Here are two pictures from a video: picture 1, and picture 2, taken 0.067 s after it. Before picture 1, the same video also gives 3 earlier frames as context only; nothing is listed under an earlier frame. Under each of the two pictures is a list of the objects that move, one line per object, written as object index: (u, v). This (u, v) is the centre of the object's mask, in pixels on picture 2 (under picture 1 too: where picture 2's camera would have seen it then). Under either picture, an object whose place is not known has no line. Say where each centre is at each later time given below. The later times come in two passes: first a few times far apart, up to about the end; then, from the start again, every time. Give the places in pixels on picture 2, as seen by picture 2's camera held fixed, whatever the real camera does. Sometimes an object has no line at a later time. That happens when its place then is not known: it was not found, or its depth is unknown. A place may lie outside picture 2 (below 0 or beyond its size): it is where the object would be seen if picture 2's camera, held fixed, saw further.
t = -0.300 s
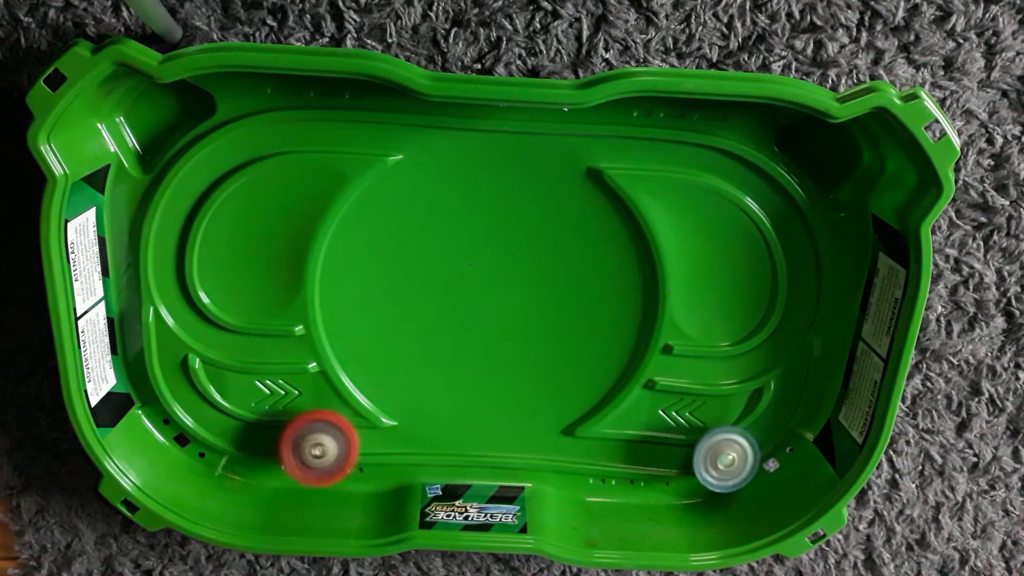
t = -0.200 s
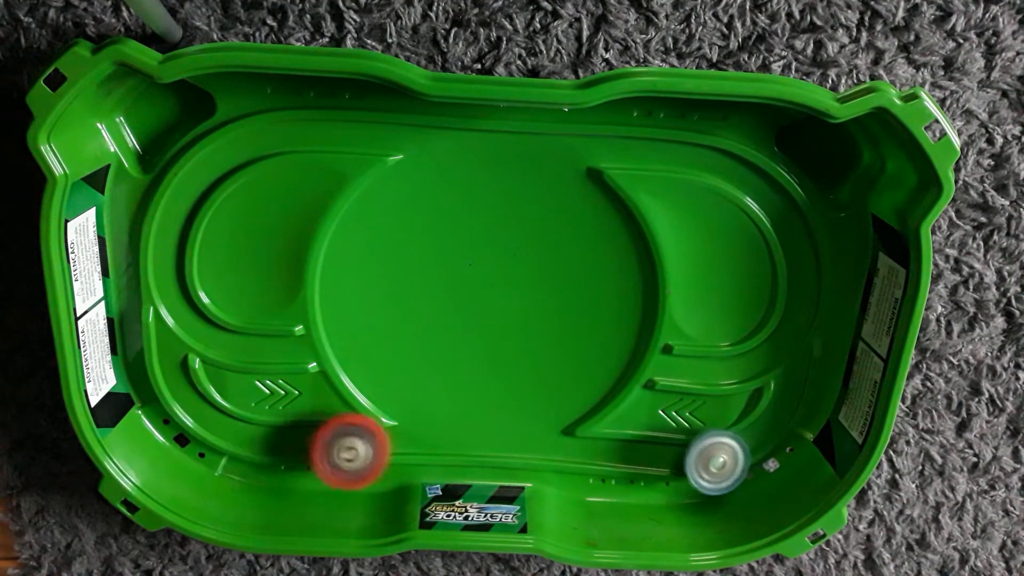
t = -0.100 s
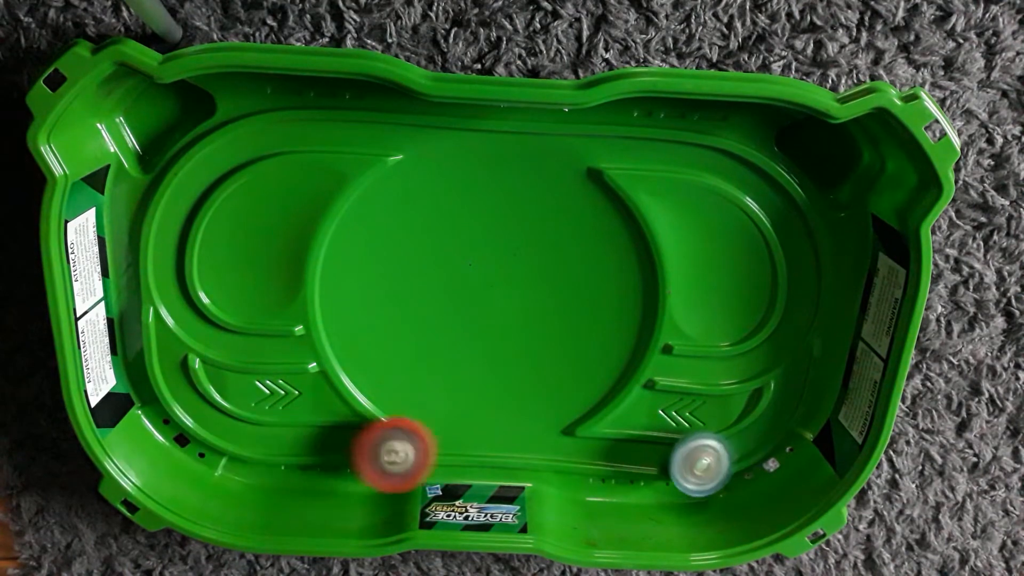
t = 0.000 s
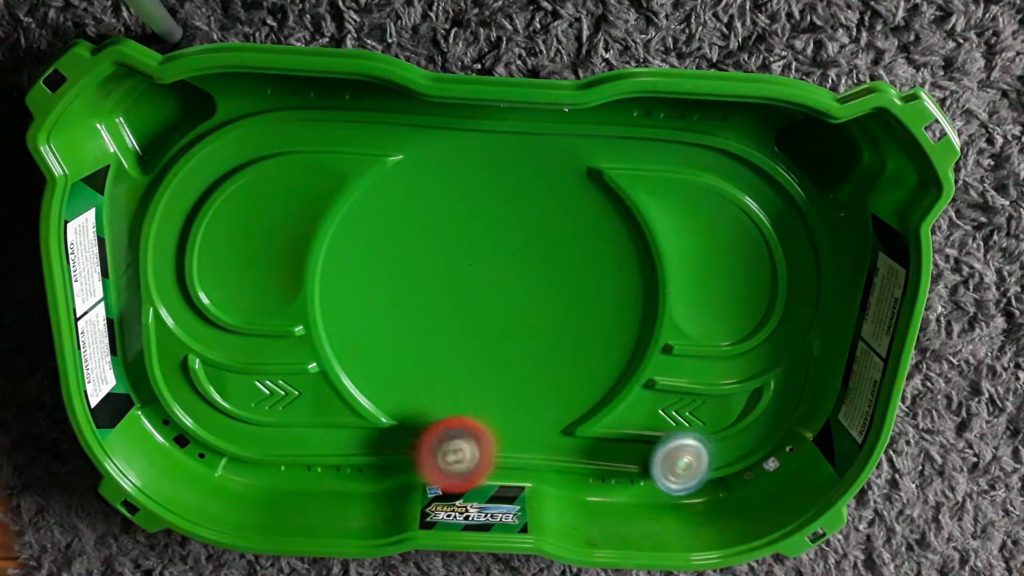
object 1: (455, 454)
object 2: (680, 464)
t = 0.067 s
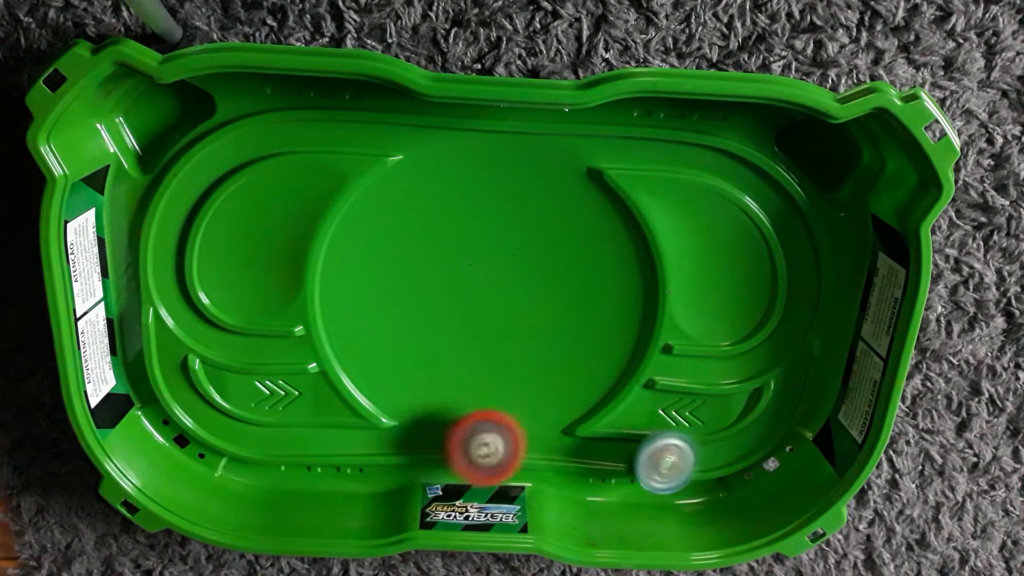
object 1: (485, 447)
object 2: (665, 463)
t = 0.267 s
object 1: (564, 430)
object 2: (626, 461)
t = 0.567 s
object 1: (599, 360)
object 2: (599, 447)
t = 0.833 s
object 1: (612, 315)
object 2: (471, 370)
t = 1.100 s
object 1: (570, 267)
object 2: (402, 242)
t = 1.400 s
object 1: (498, 228)
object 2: (460, 163)
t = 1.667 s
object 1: (469, 312)
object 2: (479, 216)
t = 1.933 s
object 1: (383, 371)
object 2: (500, 353)
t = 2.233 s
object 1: (376, 346)
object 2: (466, 451)
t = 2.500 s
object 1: (476, 355)
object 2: (417, 399)
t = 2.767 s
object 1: (549, 406)
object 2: (401, 316)
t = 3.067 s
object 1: (531, 403)
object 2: (475, 243)
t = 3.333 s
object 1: (528, 324)
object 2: (554, 261)
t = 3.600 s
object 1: (501, 343)
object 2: (562, 254)
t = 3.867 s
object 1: (465, 342)
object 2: (520, 281)
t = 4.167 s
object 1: (411, 345)
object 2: (468, 281)
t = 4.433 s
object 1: (411, 352)
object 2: (457, 245)
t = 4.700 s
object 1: (455, 365)
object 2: (482, 252)
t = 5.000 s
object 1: (522, 373)
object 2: (494, 301)
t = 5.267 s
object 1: (559, 381)
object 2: (462, 344)
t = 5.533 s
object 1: (545, 353)
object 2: (431, 351)
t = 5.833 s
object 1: (503, 291)
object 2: (430, 330)
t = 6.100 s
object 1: (488, 242)
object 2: (452, 336)
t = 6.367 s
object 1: (488, 258)
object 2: (470, 355)
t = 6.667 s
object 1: (461, 319)
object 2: (489, 392)
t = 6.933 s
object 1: (436, 357)
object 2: (495, 410)
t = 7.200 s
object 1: (419, 359)
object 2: (519, 393)
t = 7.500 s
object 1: (450, 327)
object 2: (550, 367)
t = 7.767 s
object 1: (499, 315)
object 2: (569, 337)
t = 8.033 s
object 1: (471, 302)
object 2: (610, 323)
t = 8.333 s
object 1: (458, 316)
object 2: (584, 316)
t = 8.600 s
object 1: (459, 339)
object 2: (521, 298)
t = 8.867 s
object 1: (462, 369)
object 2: (471, 258)
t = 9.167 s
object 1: (484, 367)
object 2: (451, 239)
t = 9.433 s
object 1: (509, 338)
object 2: (456, 267)
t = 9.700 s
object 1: (535, 314)
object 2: (443, 305)
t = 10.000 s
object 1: (529, 311)
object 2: (418, 338)
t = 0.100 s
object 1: (500, 444)
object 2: (657, 463)
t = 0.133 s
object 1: (515, 441)
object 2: (650, 462)
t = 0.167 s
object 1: (530, 438)
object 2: (643, 461)
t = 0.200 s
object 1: (545, 436)
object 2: (635, 462)
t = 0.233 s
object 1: (559, 434)
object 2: (628, 461)
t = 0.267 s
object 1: (564, 430)
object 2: (626, 461)
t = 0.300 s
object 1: (563, 419)
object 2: (627, 459)
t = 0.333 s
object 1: (565, 410)
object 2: (630, 459)
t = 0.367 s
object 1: (569, 403)
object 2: (631, 459)
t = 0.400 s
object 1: (573, 396)
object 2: (630, 458)
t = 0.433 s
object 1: (578, 389)
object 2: (628, 455)
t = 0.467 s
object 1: (582, 382)
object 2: (624, 451)
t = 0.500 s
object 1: (588, 374)
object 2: (617, 449)
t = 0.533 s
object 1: (594, 367)
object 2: (609, 447)
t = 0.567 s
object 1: (599, 360)
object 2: (599, 447)
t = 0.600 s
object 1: (603, 354)
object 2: (584, 445)
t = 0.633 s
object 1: (606, 347)
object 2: (568, 440)
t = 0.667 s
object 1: (608, 341)
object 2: (549, 433)
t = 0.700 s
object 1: (611, 336)
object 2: (532, 423)
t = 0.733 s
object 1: (612, 330)
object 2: (515, 411)
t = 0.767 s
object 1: (613, 325)
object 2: (500, 399)
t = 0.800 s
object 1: (613, 320)
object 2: (486, 385)
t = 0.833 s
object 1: (612, 315)
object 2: (471, 370)
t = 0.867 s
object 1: (609, 309)
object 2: (457, 355)
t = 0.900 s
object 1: (606, 303)
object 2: (444, 338)
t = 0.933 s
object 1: (602, 297)
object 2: (432, 321)
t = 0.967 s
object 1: (597, 291)
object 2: (423, 305)
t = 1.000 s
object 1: (592, 286)
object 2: (415, 288)
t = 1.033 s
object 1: (584, 280)
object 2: (409, 272)
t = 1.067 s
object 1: (577, 274)
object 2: (404, 257)
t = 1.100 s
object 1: (570, 267)
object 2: (402, 242)
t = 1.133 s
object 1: (562, 262)
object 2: (402, 228)
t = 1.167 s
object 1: (553, 255)
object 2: (403, 214)
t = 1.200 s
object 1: (545, 250)
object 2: (406, 201)
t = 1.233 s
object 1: (537, 245)
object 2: (412, 188)
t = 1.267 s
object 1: (529, 240)
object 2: (419, 177)
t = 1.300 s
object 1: (521, 236)
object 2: (428, 167)
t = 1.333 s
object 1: (513, 233)
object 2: (439, 158)
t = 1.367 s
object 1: (506, 230)
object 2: (449, 156)
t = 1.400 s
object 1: (498, 228)
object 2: (460, 163)
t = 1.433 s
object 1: (492, 228)
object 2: (466, 168)
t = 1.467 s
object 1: (497, 240)
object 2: (463, 168)
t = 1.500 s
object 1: (500, 254)
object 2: (461, 167)
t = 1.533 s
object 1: (500, 267)
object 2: (461, 170)
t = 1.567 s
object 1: (495, 279)
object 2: (465, 179)
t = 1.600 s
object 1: (487, 290)
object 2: (469, 190)
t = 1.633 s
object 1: (478, 301)
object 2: (474, 203)
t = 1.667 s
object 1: (469, 312)
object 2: (479, 216)
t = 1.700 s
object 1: (459, 323)
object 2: (484, 232)
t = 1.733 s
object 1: (448, 334)
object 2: (489, 249)
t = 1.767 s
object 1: (437, 343)
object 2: (493, 267)
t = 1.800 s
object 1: (426, 352)
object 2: (497, 285)
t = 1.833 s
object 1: (415, 359)
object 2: (499, 302)
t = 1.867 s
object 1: (403, 364)
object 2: (500, 319)
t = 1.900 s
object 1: (392, 369)
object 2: (501, 336)
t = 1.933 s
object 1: (383, 371)
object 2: (500, 353)
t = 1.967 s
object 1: (374, 372)
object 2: (498, 368)
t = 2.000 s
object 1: (366, 370)
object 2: (496, 384)
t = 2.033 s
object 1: (361, 368)
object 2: (493, 399)
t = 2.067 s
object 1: (358, 366)
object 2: (489, 414)
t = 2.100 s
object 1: (358, 363)
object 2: (485, 427)
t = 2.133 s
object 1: (359, 360)
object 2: (481, 440)
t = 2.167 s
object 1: (363, 355)
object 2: (477, 451)
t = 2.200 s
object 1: (369, 350)
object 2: (471, 456)
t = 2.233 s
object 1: (376, 346)
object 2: (466, 451)
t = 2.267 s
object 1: (386, 343)
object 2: (461, 444)
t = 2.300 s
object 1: (397, 342)
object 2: (457, 436)
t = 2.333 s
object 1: (409, 341)
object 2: (450, 430)
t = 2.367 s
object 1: (423, 342)
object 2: (445, 424)
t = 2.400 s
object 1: (436, 344)
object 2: (438, 418)
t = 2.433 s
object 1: (449, 346)
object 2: (430, 413)
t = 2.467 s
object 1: (463, 350)
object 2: (422, 407)
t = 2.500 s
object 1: (476, 355)
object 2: (417, 399)
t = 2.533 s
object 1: (490, 361)
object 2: (410, 391)
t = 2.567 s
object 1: (501, 367)
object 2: (406, 381)
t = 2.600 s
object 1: (513, 372)
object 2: (404, 371)
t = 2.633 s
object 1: (522, 379)
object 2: (400, 361)
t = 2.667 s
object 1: (531, 386)
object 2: (397, 351)
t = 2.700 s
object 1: (539, 392)
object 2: (397, 339)
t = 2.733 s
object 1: (545, 400)
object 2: (398, 328)
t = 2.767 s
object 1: (549, 406)
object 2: (401, 316)
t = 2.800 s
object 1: (552, 411)
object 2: (405, 305)
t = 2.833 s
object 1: (553, 416)
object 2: (411, 293)
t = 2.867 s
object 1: (552, 420)
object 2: (417, 283)
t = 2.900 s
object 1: (549, 422)
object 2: (425, 274)
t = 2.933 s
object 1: (547, 422)
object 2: (434, 265)
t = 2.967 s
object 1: (543, 419)
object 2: (443, 257)
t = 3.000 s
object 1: (539, 416)
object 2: (453, 250)
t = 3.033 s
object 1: (535, 410)
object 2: (463, 246)
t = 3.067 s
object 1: (531, 403)
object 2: (475, 243)
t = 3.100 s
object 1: (529, 394)
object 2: (486, 242)
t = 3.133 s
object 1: (527, 384)
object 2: (497, 241)
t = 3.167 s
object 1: (525, 374)
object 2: (508, 243)
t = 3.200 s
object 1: (525, 364)
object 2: (519, 246)
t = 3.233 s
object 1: (525, 352)
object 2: (528, 249)
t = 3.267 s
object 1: (526, 341)
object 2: (537, 255)
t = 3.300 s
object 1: (527, 330)
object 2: (546, 262)
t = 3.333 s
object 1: (528, 324)
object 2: (554, 261)
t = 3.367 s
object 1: (528, 334)
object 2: (561, 248)
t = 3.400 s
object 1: (527, 340)
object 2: (569, 242)
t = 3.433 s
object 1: (524, 342)
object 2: (572, 239)
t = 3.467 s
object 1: (520, 343)
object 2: (571, 241)
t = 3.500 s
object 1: (515, 344)
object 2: (568, 243)
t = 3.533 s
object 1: (511, 344)
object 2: (567, 247)
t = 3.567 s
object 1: (506, 344)
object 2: (565, 250)
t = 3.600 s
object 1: (501, 343)
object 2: (562, 254)
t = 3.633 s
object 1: (496, 343)
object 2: (560, 257)
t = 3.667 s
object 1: (492, 342)
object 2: (555, 261)
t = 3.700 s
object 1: (488, 341)
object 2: (550, 265)
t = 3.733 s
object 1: (484, 340)
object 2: (545, 269)
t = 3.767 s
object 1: (480, 338)
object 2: (538, 273)
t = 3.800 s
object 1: (476, 337)
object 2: (530, 278)
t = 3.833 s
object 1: (472, 337)
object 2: (524, 282)
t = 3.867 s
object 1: (465, 342)
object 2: (520, 281)
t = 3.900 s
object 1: (457, 345)
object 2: (516, 282)
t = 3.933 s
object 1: (450, 348)
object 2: (510, 282)
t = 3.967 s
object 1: (443, 350)
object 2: (504, 283)
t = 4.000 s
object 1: (436, 351)
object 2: (498, 282)
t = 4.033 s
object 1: (429, 351)
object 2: (492, 282)
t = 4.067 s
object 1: (423, 351)
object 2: (484, 283)
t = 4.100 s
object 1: (418, 350)
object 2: (479, 282)
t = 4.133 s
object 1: (414, 348)
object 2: (473, 281)
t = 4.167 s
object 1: (411, 345)
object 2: (468, 281)
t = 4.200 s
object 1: (409, 343)
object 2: (463, 280)
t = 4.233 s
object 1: (409, 340)
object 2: (458, 279)
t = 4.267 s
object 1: (410, 338)
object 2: (456, 275)
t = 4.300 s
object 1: (408, 342)
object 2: (456, 265)
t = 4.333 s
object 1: (408, 346)
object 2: (457, 258)
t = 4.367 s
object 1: (408, 348)
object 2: (456, 252)
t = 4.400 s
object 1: (409, 350)
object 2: (456, 248)
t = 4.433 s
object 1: (411, 352)
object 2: (457, 245)
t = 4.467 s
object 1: (414, 355)
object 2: (458, 243)
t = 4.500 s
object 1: (418, 357)
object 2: (460, 243)
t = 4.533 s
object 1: (423, 358)
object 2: (463, 243)
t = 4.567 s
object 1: (428, 360)
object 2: (467, 244)
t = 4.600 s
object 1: (434, 361)
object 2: (470, 245)
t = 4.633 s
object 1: (441, 363)
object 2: (474, 247)
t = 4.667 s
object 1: (448, 364)
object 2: (479, 249)
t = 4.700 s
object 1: (455, 365)
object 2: (482, 252)
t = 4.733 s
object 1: (462, 366)
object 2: (485, 254)
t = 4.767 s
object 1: (470, 368)
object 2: (488, 258)
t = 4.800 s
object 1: (478, 369)
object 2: (491, 263)
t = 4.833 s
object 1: (486, 371)
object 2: (493, 268)
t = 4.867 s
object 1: (494, 372)
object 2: (494, 274)
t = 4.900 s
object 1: (501, 372)
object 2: (496, 280)
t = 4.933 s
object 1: (509, 373)
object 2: (496, 287)
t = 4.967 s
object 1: (516, 373)
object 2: (495, 293)
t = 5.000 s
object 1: (522, 373)
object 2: (494, 301)
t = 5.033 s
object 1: (528, 374)
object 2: (493, 310)
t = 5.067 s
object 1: (536, 376)
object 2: (489, 316)
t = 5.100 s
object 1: (541, 378)
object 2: (486, 321)
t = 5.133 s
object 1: (547, 379)
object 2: (481, 327)
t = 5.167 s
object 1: (551, 380)
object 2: (477, 332)
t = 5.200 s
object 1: (555, 381)
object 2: (473, 337)
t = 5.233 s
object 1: (558, 381)
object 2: (467, 341)
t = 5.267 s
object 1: (559, 381)
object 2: (462, 344)
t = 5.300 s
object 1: (560, 380)
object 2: (459, 347)
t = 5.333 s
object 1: (560, 379)
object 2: (454, 349)
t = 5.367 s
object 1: (559, 376)
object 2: (449, 351)
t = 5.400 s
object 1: (557, 373)
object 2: (445, 352)
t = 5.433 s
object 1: (555, 369)
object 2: (441, 352)
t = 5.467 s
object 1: (552, 364)
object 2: (437, 352)
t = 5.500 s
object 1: (549, 359)
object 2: (434, 353)
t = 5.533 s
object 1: (545, 353)
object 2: (431, 351)
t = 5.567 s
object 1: (541, 347)
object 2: (428, 350)
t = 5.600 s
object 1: (536, 340)
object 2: (427, 349)
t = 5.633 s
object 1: (532, 333)
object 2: (425, 346)
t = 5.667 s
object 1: (527, 326)
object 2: (424, 344)
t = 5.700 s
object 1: (522, 319)
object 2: (425, 341)
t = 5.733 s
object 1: (518, 312)
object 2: (425, 338)
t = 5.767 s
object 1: (513, 304)
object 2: (426, 335)
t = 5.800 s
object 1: (508, 298)
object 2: (428, 332)
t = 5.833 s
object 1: (503, 291)
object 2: (430, 330)
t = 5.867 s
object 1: (498, 285)
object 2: (433, 328)
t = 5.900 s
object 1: (494, 279)
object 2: (437, 326)
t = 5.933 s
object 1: (491, 271)
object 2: (439, 326)
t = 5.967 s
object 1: (489, 263)
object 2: (440, 328)
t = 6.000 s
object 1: (488, 257)
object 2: (444, 329)
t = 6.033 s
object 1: (488, 251)
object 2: (446, 331)
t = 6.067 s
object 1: (488, 246)
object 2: (450, 333)
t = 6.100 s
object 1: (488, 242)
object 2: (452, 336)
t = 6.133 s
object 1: (488, 240)
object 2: (454, 337)
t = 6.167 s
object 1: (489, 239)
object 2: (457, 340)
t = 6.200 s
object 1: (489, 239)
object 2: (459, 342)
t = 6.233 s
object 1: (489, 240)
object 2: (461, 344)
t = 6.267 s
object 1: (489, 244)
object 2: (464, 347)
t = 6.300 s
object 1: (489, 248)
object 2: (466, 349)
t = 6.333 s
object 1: (489, 253)
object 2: (468, 351)
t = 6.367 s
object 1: (488, 258)
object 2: (470, 355)
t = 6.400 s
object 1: (486, 265)
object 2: (472, 357)
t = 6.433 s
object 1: (485, 272)
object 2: (474, 359)
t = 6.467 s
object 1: (483, 280)
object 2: (476, 362)
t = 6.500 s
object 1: (480, 288)
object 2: (477, 364)
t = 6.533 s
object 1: (478, 296)
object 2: (478, 366)
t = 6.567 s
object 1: (474, 303)
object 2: (481, 371)
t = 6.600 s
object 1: (468, 307)
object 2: (484, 381)
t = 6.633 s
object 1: (465, 313)
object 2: (487, 387)
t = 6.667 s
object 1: (461, 319)
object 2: (489, 392)
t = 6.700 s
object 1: (457, 324)
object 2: (491, 395)
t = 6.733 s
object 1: (453, 330)
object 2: (492, 399)
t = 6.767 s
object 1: (449, 336)
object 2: (493, 403)
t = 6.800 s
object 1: (446, 341)
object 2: (495, 405)
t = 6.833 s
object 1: (443, 345)
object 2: (495, 407)
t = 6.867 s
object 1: (440, 350)
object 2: (495, 410)
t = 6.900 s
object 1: (438, 354)
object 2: (496, 411)
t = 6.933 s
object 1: (436, 357)
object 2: (495, 410)
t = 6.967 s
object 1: (435, 360)
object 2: (495, 408)
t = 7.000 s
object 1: (434, 363)
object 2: (496, 406)
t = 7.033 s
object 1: (434, 366)
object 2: (495, 402)
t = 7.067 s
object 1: (432, 367)
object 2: (496, 401)
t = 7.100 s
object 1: (427, 367)
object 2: (505, 400)
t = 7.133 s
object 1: (423, 365)
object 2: (510, 398)
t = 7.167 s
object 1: (420, 362)
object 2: (515, 396)
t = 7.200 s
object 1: (419, 359)
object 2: (519, 393)
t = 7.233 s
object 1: (419, 356)
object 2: (523, 391)
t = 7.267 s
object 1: (420, 353)
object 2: (526, 389)
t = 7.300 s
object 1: (421, 349)
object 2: (530, 386)
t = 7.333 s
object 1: (424, 345)
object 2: (533, 383)
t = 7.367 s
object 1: (427, 341)
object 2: (537, 380)
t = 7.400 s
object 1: (432, 337)
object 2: (541, 377)
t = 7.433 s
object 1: (437, 333)
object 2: (544, 373)
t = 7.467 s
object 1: (443, 330)
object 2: (546, 371)
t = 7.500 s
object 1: (450, 327)
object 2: (550, 367)
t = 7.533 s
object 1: (457, 325)
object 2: (552, 364)
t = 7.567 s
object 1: (464, 324)
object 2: (554, 361)
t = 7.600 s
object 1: (471, 322)
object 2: (557, 357)
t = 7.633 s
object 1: (478, 320)
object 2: (559, 353)
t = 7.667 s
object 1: (485, 318)
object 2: (560, 350)
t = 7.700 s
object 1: (492, 317)
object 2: (562, 346)
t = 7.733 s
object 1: (497, 316)
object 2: (565, 342)
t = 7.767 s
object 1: (499, 315)
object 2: (569, 337)
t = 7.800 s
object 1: (495, 313)
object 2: (579, 335)
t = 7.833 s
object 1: (491, 311)
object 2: (586, 333)
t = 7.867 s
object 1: (487, 309)
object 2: (592, 330)
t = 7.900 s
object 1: (483, 307)
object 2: (597, 328)
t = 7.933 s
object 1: (480, 306)
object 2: (601, 327)
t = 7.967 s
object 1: (477, 305)
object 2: (605, 325)
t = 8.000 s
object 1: (474, 303)
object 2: (608, 324)
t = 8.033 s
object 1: (471, 302)
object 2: (610, 323)
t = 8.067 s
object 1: (469, 302)
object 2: (612, 322)
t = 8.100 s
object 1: (467, 302)
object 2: (611, 321)
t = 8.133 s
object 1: (466, 303)
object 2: (610, 321)
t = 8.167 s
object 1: (464, 304)
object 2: (608, 320)
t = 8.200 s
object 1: (463, 305)
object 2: (604, 320)
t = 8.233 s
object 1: (461, 308)
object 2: (599, 319)
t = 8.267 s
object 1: (460, 310)
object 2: (595, 318)
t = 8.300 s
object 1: (459, 313)
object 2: (590, 317)
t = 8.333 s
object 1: (458, 316)
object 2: (584, 316)
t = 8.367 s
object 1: (457, 319)
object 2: (577, 315)
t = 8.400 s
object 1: (457, 322)
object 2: (571, 313)
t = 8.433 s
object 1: (456, 325)
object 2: (564, 311)
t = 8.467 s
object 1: (456, 327)
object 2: (556, 309)
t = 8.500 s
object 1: (457, 331)
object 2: (548, 307)
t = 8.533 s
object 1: (457, 334)
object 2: (540, 304)
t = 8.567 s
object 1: (458, 337)
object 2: (531, 301)
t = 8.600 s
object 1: (459, 339)
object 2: (521, 298)
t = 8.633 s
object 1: (459, 344)
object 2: (514, 293)
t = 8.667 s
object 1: (459, 348)
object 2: (507, 286)
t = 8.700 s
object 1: (459, 353)
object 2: (499, 280)
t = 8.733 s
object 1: (459, 356)
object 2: (491, 275)
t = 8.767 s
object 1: (460, 360)
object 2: (485, 271)
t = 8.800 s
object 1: (460, 363)
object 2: (480, 266)
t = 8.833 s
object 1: (461, 366)
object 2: (474, 261)
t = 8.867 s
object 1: (462, 369)
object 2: (471, 258)
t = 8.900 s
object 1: (464, 371)
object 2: (467, 254)
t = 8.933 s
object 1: (466, 372)
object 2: (463, 250)
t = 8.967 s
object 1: (468, 373)
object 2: (460, 248)
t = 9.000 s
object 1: (470, 373)
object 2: (458, 245)
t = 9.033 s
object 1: (472, 372)
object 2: (456, 242)
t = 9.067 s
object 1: (475, 372)
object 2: (454, 241)
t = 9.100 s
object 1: (478, 370)
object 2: (452, 239)
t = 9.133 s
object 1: (481, 369)
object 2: (452, 239)
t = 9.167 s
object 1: (484, 367)
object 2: (451, 239)
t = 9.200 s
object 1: (487, 364)
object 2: (452, 241)
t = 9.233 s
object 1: (490, 361)
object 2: (452, 243)
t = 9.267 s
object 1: (494, 357)
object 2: (452, 246)
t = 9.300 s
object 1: (497, 354)
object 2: (453, 250)
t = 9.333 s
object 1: (500, 350)
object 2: (455, 254)
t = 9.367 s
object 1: (503, 346)
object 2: (455, 258)
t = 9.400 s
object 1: (506, 342)
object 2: (456, 263)
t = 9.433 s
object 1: (509, 338)
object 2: (456, 267)
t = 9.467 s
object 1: (512, 333)
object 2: (457, 273)
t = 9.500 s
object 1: (514, 329)
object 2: (458, 278)
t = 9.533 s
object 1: (520, 325)
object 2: (455, 282)
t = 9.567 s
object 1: (522, 322)
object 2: (454, 286)
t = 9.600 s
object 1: (527, 320)
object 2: (451, 291)
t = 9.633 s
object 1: (530, 318)
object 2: (449, 296)
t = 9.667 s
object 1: (532, 317)
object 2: (447, 301)
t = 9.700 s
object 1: (535, 314)
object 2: (443, 305)
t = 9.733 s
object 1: (537, 313)
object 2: (441, 310)
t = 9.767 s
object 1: (538, 312)
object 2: (438, 313)
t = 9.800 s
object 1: (538, 311)
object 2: (434, 317)
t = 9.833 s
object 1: (539, 311)
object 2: (432, 322)
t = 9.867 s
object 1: (538, 311)
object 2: (429, 326)
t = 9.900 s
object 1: (536, 310)
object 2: (425, 329)
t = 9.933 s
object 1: (535, 310)
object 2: (422, 332)
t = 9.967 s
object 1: (532, 311)
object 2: (420, 336)
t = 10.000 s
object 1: (529, 311)
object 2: (418, 338)
